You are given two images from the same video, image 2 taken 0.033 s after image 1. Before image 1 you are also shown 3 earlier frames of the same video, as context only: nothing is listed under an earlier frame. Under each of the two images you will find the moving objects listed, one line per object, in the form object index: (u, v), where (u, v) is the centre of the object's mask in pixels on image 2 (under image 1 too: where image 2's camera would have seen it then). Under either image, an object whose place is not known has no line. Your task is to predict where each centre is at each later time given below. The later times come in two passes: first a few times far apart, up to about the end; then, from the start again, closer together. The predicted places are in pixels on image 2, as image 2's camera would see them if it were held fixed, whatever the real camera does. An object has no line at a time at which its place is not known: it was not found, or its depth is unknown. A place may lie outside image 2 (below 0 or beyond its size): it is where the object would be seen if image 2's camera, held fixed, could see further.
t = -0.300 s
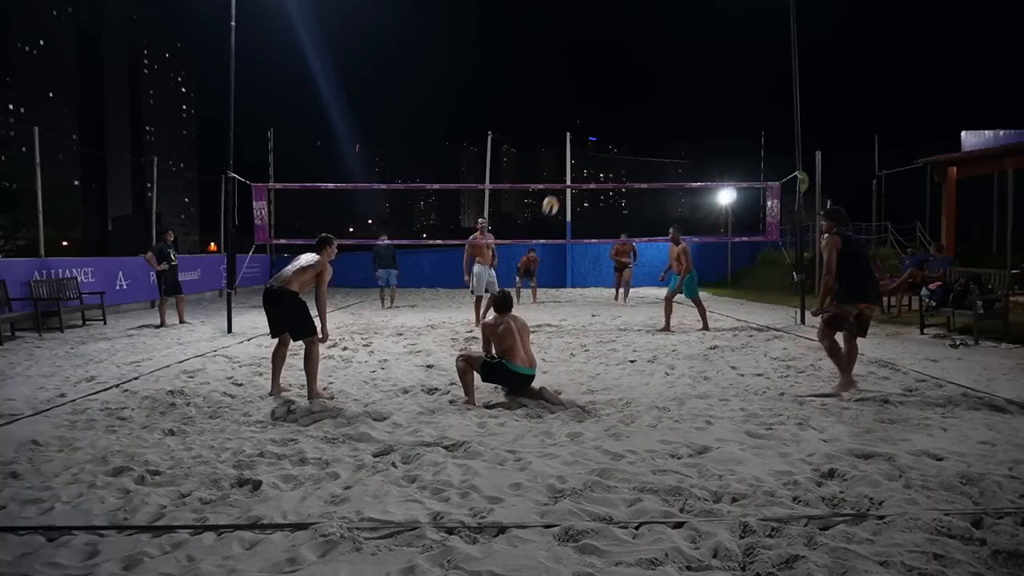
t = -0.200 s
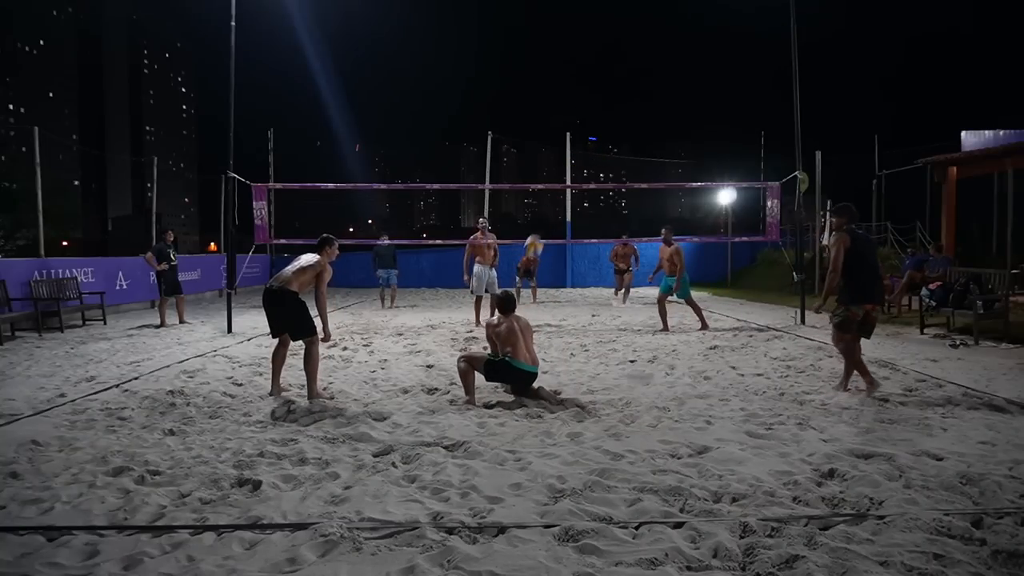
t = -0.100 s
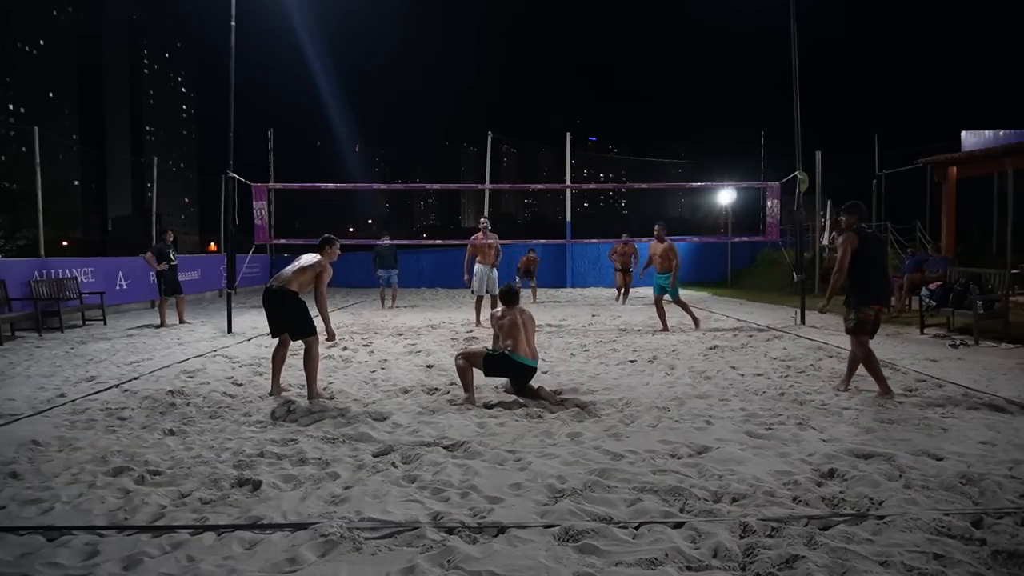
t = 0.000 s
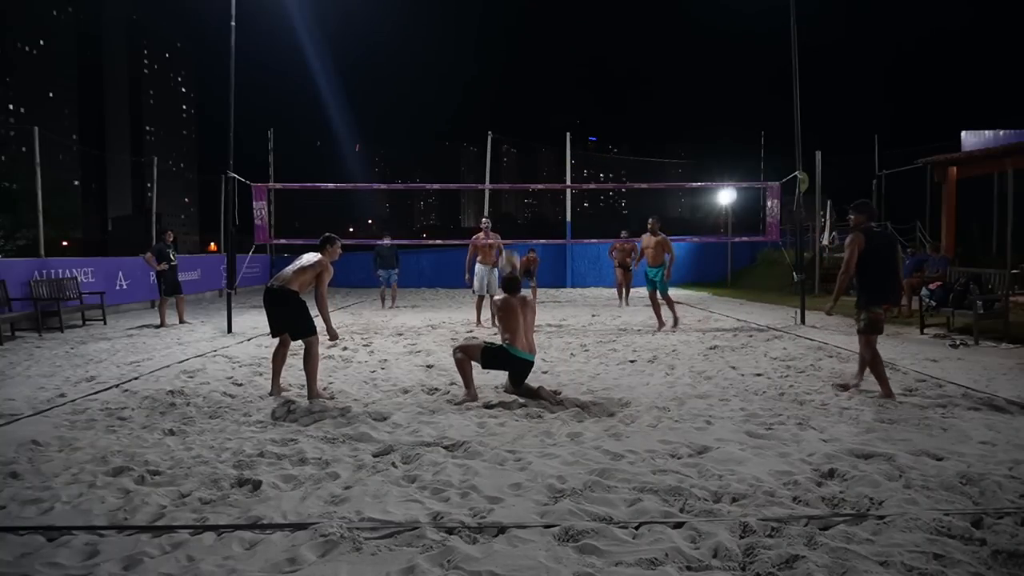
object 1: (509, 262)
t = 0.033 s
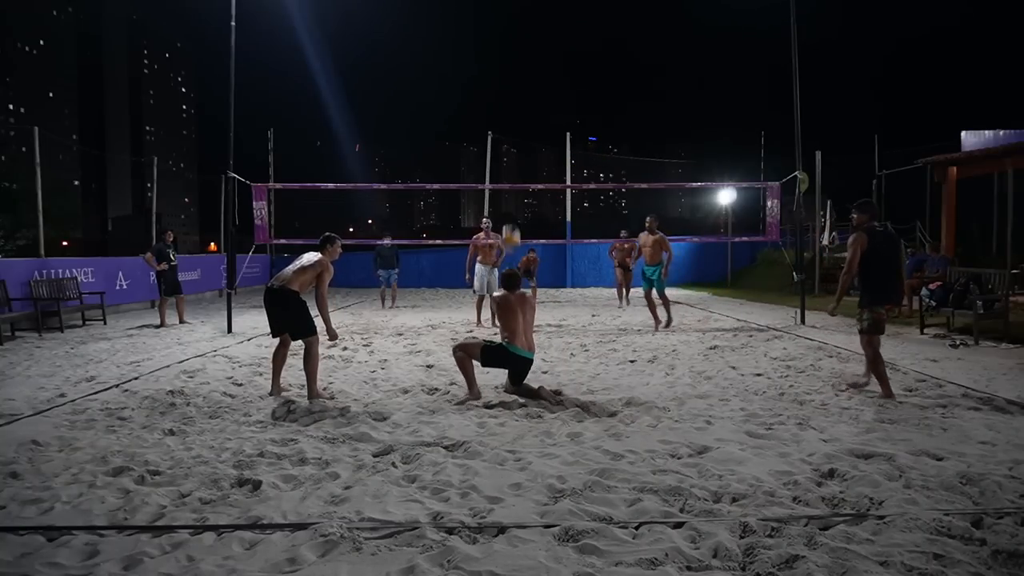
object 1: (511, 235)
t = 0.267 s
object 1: (513, 101)
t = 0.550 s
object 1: (516, 17)
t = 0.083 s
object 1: (511, 203)
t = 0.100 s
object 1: (511, 192)
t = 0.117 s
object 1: (512, 181)
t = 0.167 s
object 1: (512, 151)
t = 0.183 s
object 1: (512, 142)
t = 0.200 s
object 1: (512, 134)
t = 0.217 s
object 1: (512, 125)
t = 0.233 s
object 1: (512, 116)
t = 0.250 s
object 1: (513, 109)
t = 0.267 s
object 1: (513, 101)
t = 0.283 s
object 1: (513, 94)
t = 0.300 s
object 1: (513, 87)
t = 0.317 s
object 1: (513, 80)
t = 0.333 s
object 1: (514, 74)
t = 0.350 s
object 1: (514, 67)
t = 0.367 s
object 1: (514, 62)
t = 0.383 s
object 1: (514, 57)
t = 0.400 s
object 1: (514, 52)
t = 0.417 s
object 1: (515, 47)
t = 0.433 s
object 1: (515, 42)
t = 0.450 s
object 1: (515, 37)
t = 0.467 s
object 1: (515, 34)
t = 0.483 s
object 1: (515, 30)
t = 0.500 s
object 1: (516, 26)
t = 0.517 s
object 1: (516, 23)
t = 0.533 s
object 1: (516, 20)
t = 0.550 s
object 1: (516, 17)
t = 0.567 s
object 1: (516, 15)
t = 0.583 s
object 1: (516, 13)
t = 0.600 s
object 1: (516, 11)
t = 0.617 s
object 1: (516, 9)
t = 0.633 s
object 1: (517, 8)
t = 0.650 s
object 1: (517, 7)
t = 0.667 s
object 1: (517, 7)
